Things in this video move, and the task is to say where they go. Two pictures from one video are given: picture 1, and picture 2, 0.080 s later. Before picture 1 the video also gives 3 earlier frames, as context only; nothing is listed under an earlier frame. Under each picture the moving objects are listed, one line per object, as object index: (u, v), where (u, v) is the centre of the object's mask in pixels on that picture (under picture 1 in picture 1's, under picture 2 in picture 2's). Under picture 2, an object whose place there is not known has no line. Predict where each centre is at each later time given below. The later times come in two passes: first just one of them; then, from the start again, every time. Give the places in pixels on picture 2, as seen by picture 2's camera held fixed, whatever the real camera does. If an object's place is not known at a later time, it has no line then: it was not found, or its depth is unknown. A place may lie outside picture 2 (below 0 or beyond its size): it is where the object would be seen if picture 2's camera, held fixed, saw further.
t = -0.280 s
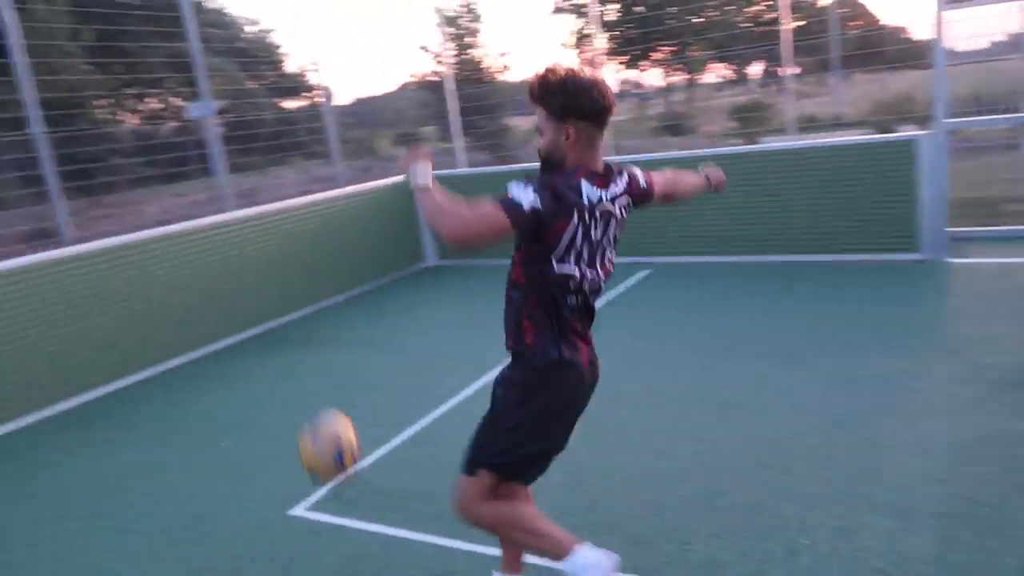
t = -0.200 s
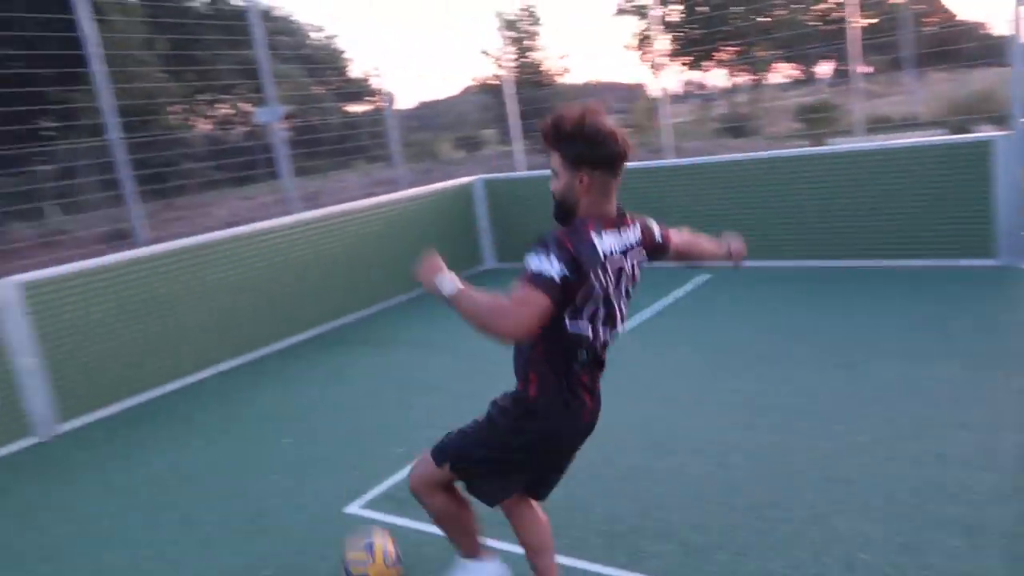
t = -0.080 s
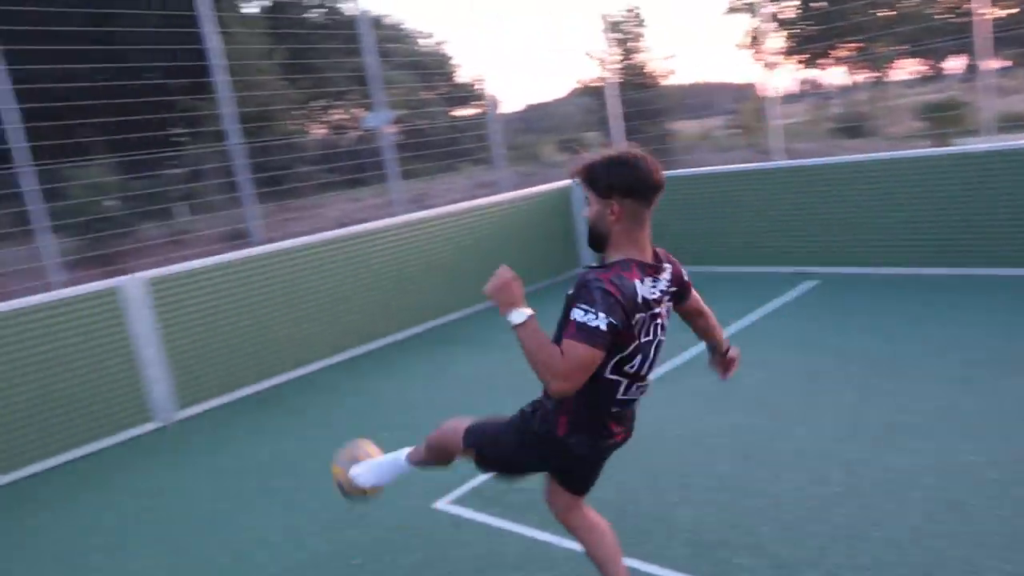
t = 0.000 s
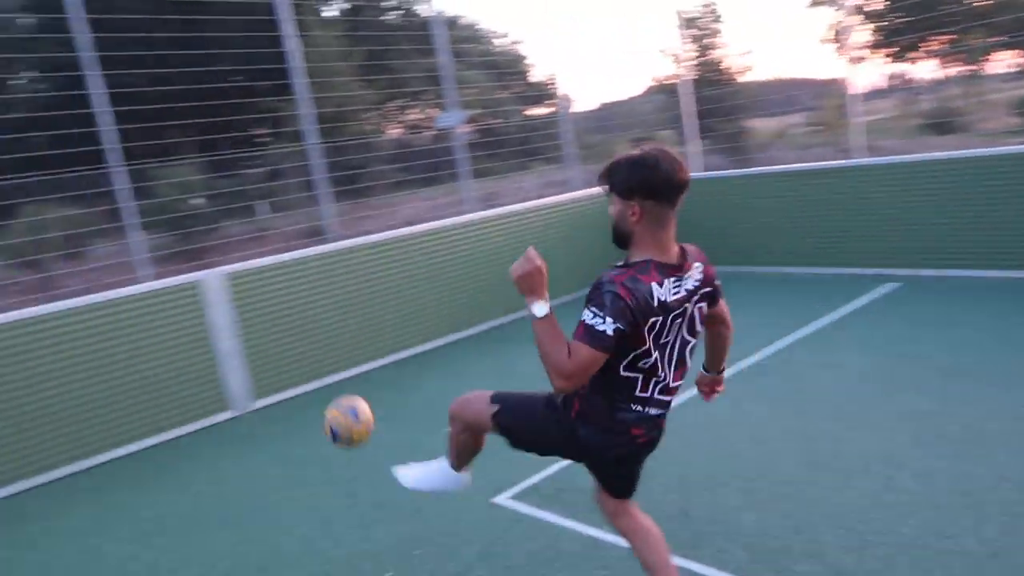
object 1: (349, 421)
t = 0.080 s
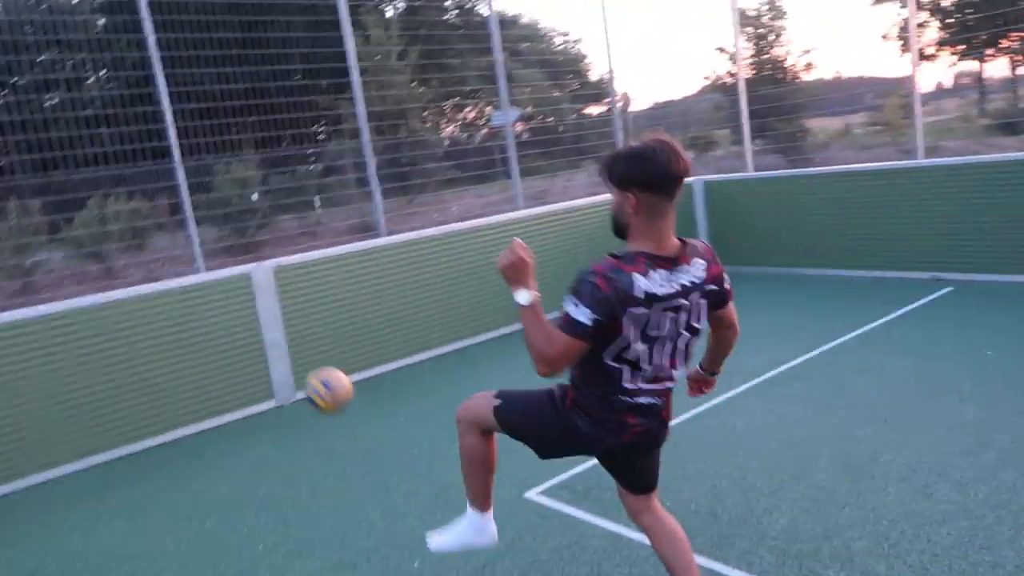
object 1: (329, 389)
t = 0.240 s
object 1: (247, 385)
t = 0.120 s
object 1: (305, 385)
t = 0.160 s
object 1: (284, 381)
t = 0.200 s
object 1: (264, 382)
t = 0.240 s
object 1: (247, 385)
